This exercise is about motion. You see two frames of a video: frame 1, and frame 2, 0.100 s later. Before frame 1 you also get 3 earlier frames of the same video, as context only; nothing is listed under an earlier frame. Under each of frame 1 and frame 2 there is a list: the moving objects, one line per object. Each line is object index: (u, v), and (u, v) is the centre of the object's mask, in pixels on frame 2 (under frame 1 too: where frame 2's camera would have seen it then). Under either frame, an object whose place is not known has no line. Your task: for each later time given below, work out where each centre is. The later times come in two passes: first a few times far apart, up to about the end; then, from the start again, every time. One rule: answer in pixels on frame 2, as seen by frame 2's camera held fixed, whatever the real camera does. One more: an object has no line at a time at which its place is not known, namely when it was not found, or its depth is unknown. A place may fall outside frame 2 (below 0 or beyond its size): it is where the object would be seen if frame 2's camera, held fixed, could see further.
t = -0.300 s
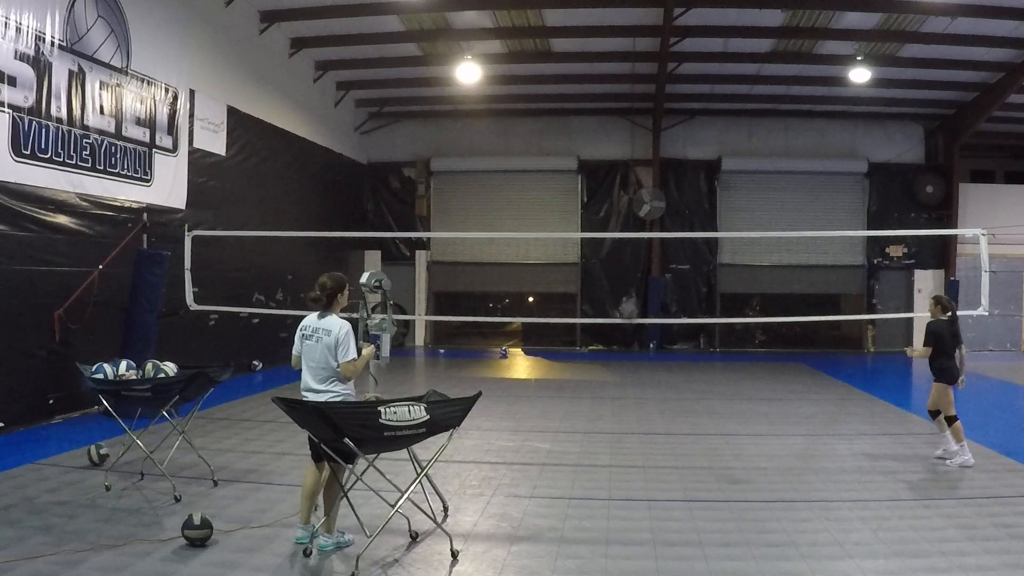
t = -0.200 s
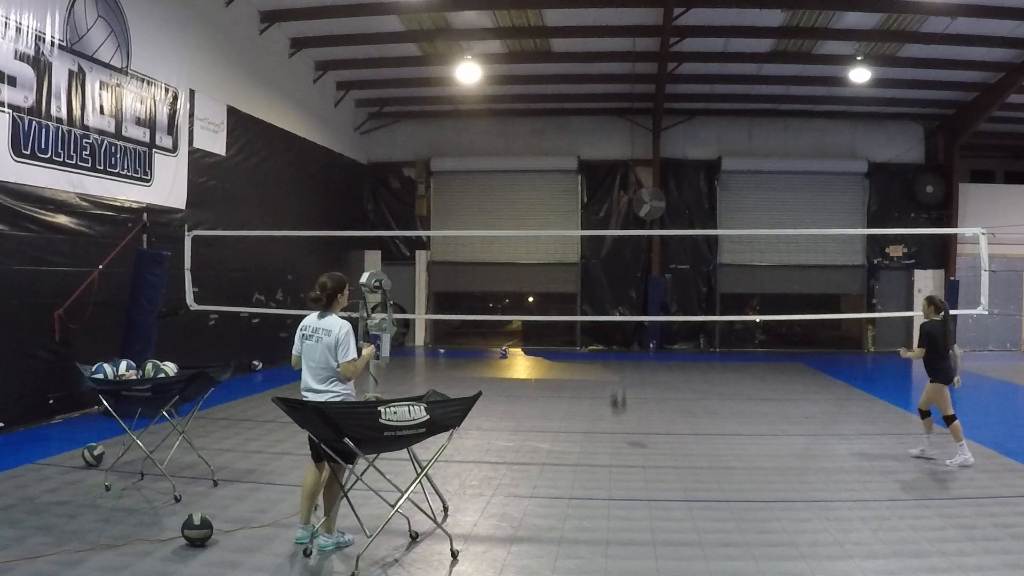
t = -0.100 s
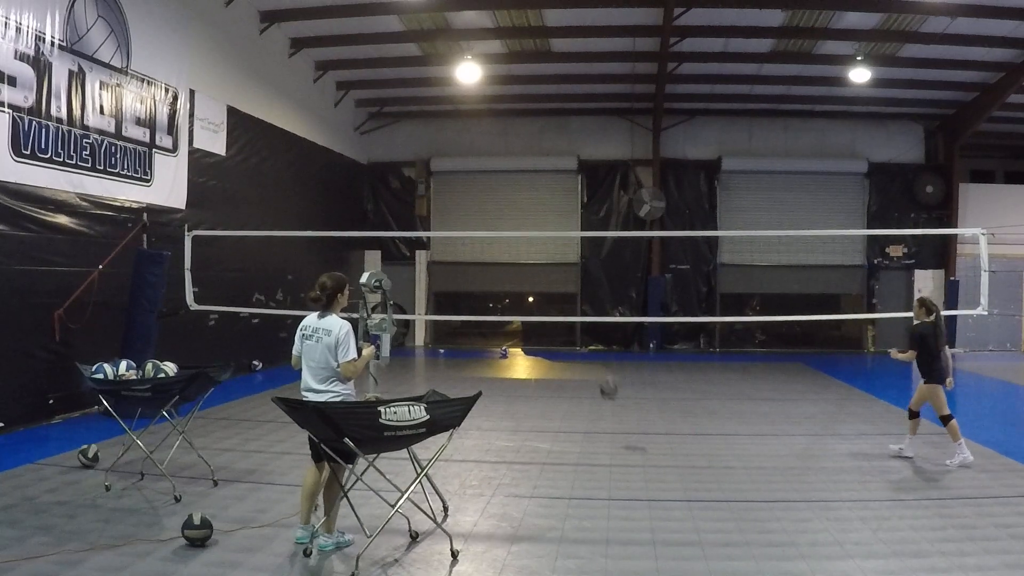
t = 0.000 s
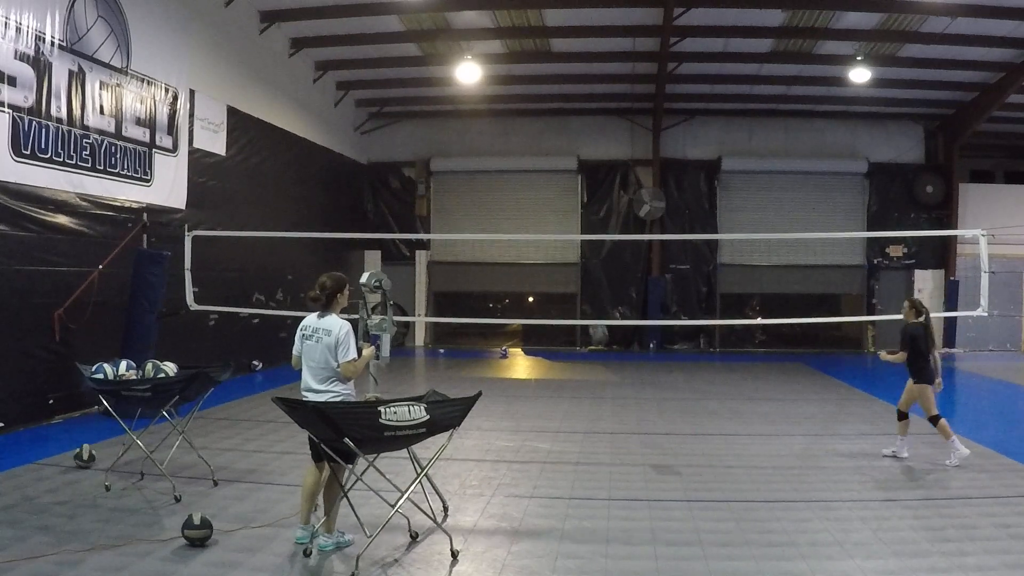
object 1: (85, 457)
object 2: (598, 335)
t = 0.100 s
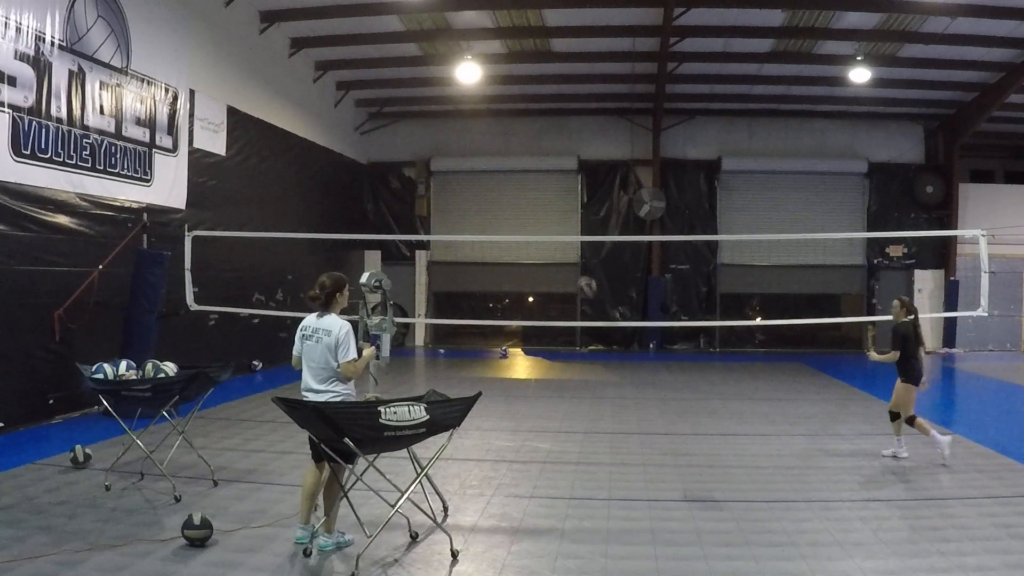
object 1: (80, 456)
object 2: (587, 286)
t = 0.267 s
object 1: (73, 457)
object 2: (569, 230)
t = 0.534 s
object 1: (63, 459)
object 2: (539, 190)
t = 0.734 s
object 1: (56, 460)
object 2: (518, 201)
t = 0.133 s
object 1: (79, 456)
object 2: (583, 273)
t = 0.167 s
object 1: (77, 457)
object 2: (580, 263)
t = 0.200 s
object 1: (76, 457)
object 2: (576, 250)
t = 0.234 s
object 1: (74, 457)
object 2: (572, 239)
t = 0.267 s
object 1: (73, 457)
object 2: (569, 230)
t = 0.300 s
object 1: (72, 457)
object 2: (565, 221)
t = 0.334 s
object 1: (70, 458)
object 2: (561, 214)
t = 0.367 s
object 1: (69, 458)
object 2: (557, 207)
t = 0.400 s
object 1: (68, 458)
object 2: (554, 202)
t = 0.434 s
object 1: (67, 458)
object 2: (550, 198)
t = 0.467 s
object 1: (65, 458)
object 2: (546, 194)
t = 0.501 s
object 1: (64, 459)
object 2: (543, 192)
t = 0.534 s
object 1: (63, 459)
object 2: (539, 190)
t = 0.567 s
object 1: (62, 459)
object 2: (536, 190)
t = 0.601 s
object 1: (60, 459)
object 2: (532, 190)
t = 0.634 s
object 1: (59, 460)
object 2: (528, 191)
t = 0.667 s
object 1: (58, 460)
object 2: (525, 193)
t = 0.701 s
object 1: (57, 460)
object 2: (521, 197)
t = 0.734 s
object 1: (56, 460)
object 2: (518, 201)
